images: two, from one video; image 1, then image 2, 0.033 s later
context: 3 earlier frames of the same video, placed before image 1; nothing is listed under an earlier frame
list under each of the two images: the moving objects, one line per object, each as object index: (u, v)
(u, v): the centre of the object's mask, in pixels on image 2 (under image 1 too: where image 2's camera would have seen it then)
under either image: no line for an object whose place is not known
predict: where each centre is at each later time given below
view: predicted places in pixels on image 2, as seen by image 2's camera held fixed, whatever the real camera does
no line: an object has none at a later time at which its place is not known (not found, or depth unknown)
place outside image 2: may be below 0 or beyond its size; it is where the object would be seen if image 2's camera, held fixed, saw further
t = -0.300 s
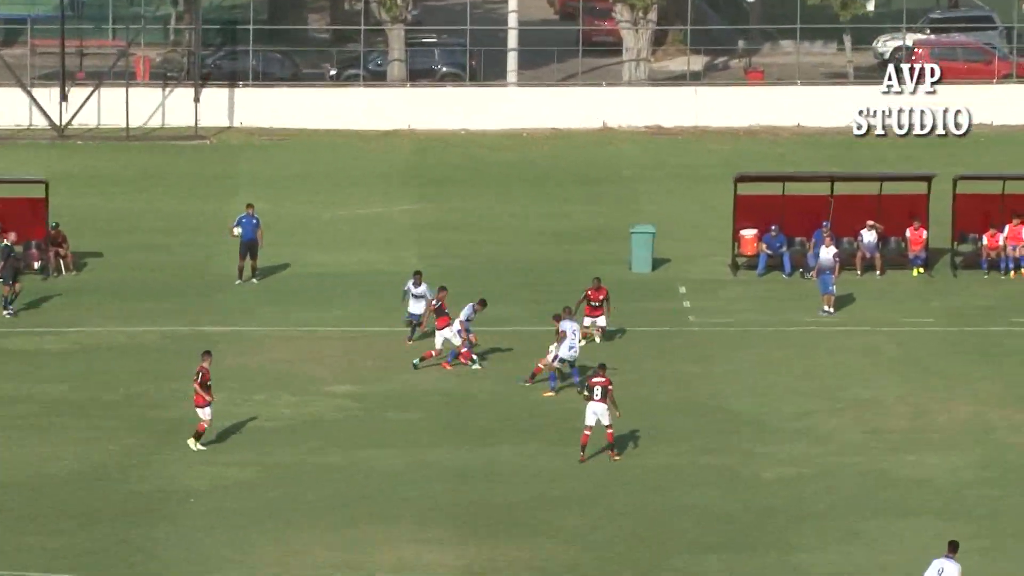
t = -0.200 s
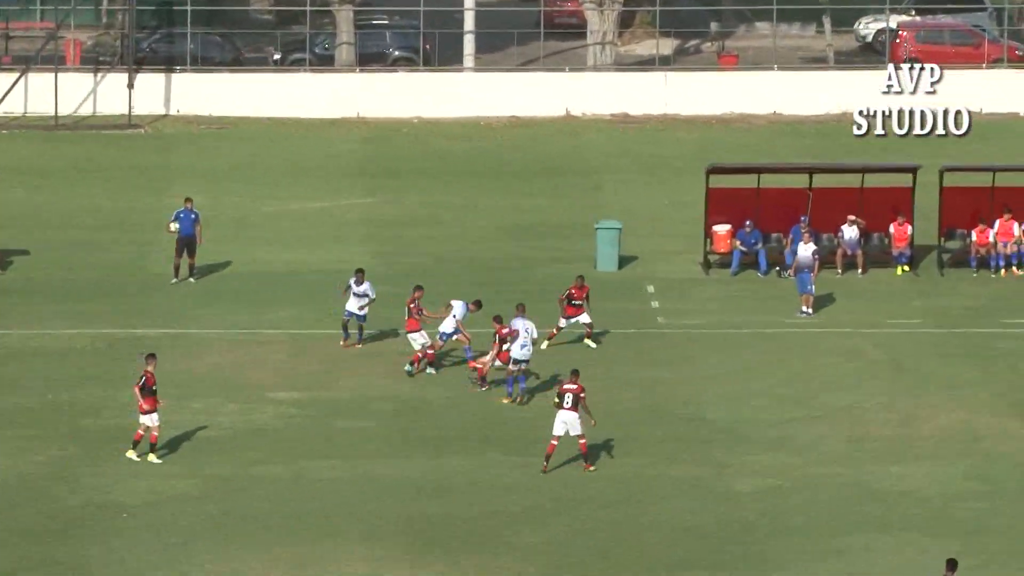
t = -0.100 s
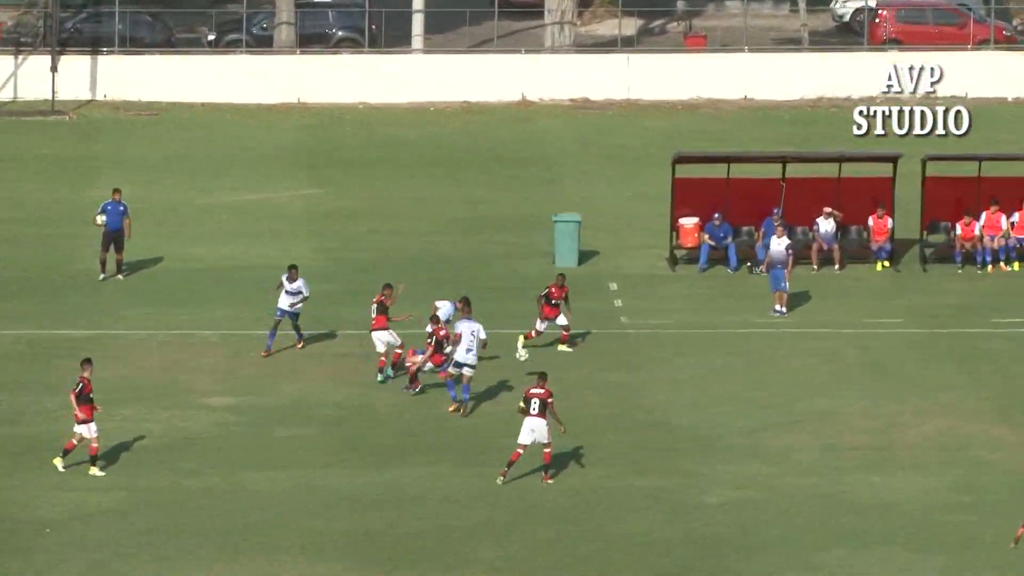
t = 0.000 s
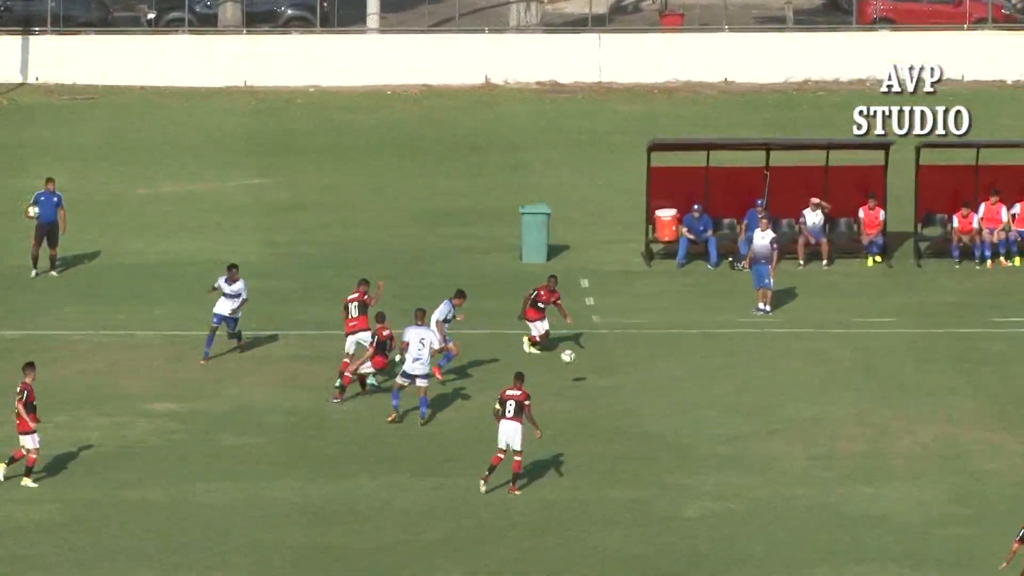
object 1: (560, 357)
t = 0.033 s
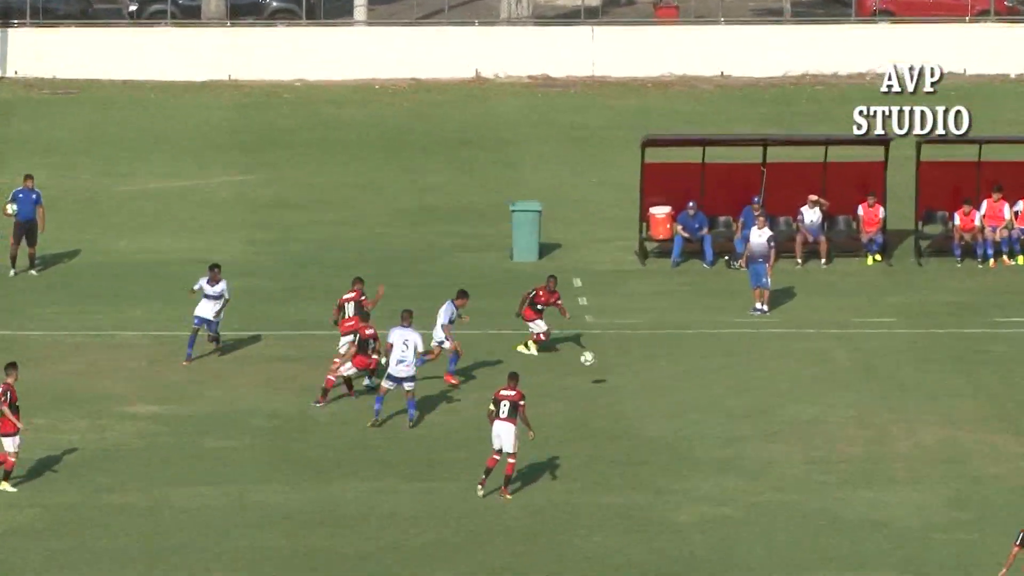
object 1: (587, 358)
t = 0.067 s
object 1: (614, 360)
